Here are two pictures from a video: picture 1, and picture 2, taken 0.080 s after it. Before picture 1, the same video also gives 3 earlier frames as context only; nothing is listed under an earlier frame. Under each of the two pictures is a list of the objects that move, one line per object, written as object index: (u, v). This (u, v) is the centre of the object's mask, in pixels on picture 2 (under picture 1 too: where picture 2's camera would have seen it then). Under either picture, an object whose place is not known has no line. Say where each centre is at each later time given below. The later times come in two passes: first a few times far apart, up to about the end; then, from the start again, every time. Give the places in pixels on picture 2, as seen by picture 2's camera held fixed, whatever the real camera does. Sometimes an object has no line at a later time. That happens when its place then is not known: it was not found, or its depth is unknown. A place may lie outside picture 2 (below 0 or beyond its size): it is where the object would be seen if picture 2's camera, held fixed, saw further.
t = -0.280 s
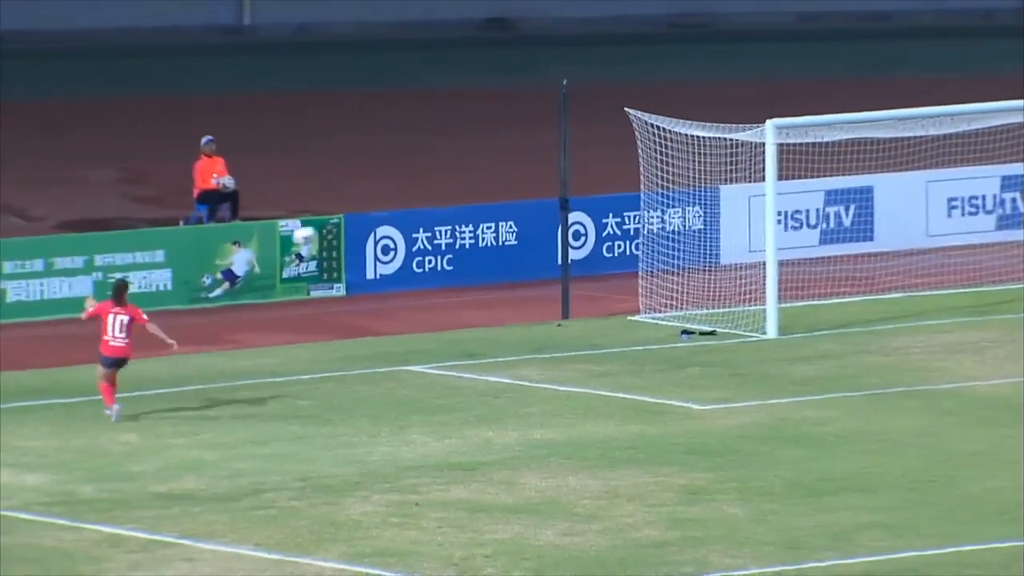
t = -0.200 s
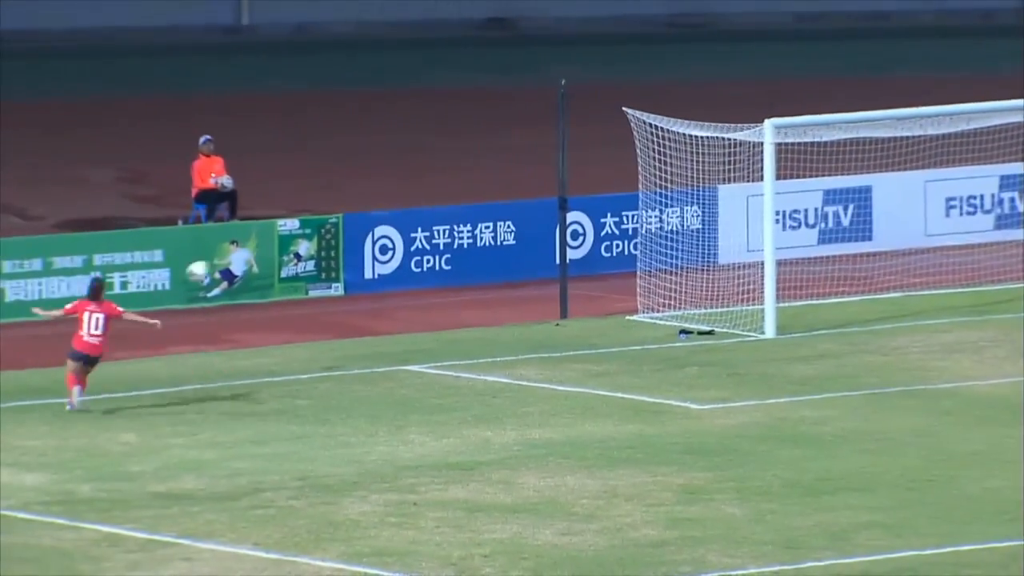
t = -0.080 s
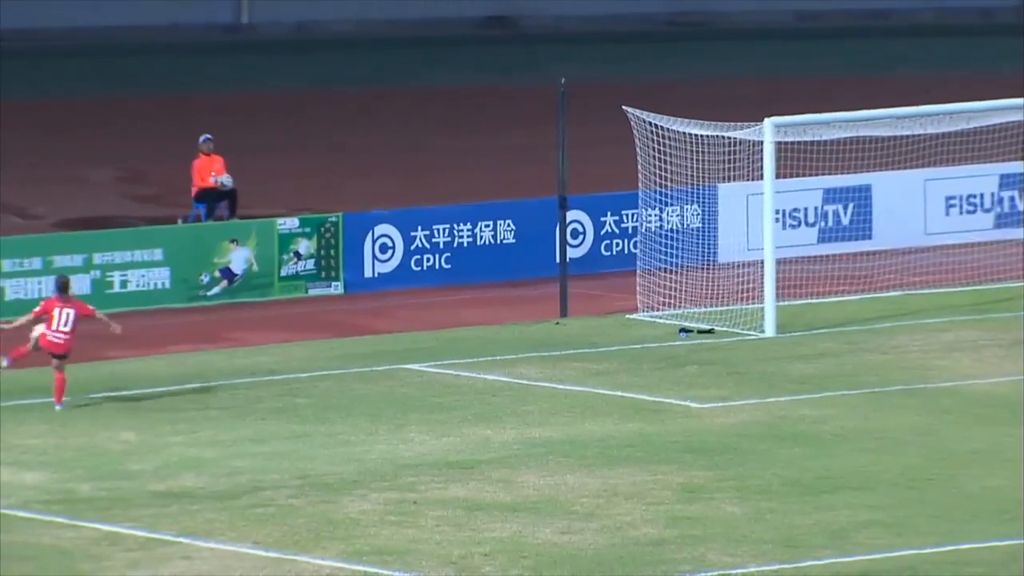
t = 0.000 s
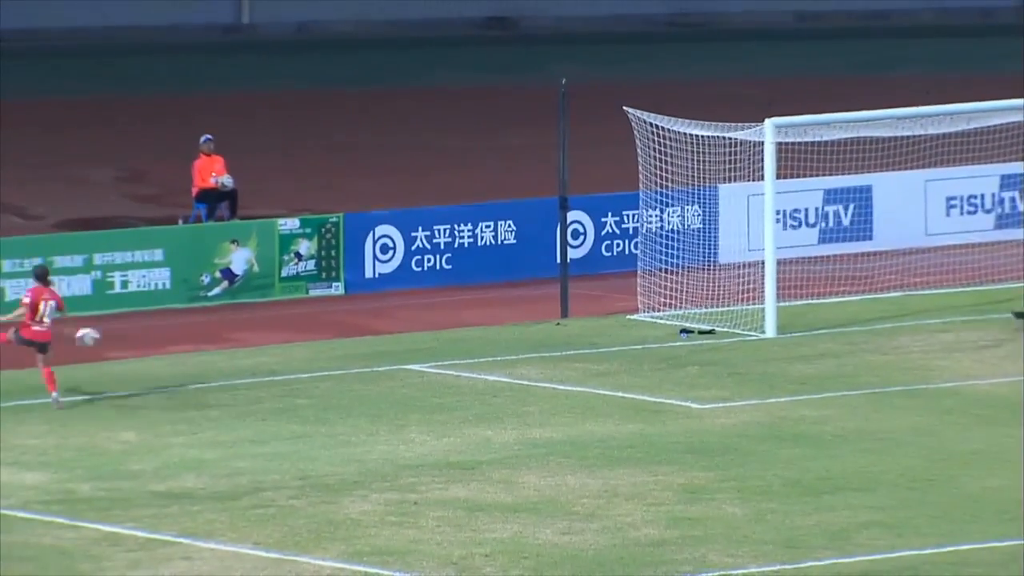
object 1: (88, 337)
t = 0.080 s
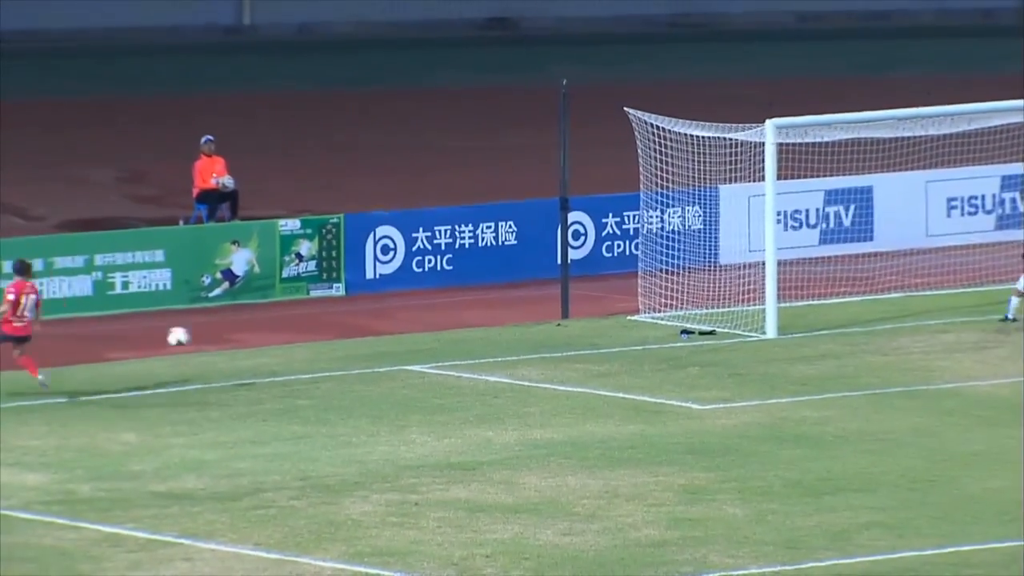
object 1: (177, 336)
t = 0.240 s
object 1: (347, 355)
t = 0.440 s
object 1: (527, 351)
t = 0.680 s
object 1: (710, 353)
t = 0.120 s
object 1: (220, 338)
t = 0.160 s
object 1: (263, 342)
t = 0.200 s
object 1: (306, 348)
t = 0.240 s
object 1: (347, 355)
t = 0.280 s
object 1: (389, 364)
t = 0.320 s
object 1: (429, 374)
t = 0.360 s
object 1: (462, 366)
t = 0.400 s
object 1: (495, 358)
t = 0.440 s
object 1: (527, 351)
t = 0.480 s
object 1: (559, 348)
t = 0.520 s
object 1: (590, 346)
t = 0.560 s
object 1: (620, 345)
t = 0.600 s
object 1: (651, 346)
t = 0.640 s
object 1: (681, 348)
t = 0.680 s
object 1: (710, 353)
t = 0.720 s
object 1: (739, 357)
